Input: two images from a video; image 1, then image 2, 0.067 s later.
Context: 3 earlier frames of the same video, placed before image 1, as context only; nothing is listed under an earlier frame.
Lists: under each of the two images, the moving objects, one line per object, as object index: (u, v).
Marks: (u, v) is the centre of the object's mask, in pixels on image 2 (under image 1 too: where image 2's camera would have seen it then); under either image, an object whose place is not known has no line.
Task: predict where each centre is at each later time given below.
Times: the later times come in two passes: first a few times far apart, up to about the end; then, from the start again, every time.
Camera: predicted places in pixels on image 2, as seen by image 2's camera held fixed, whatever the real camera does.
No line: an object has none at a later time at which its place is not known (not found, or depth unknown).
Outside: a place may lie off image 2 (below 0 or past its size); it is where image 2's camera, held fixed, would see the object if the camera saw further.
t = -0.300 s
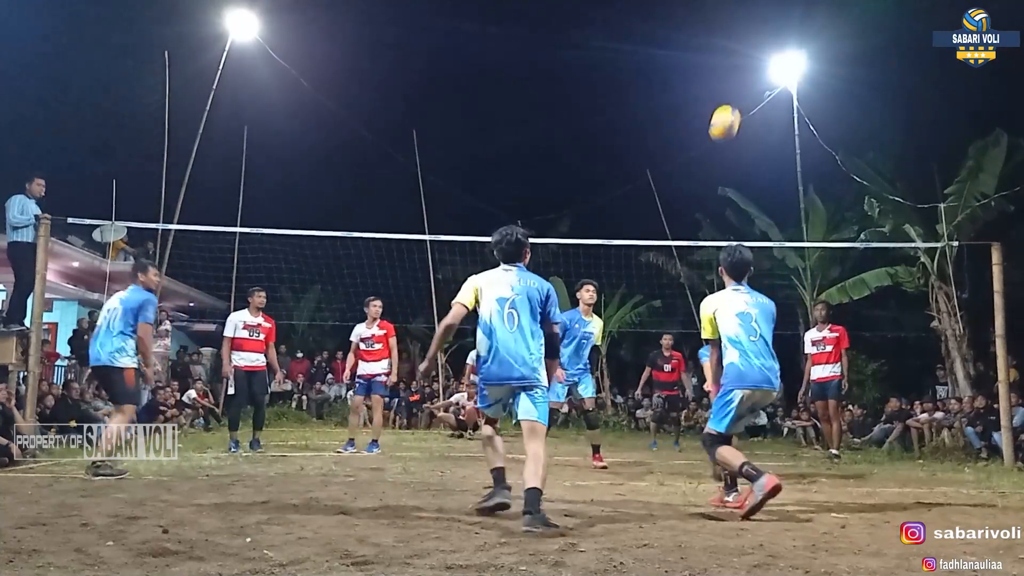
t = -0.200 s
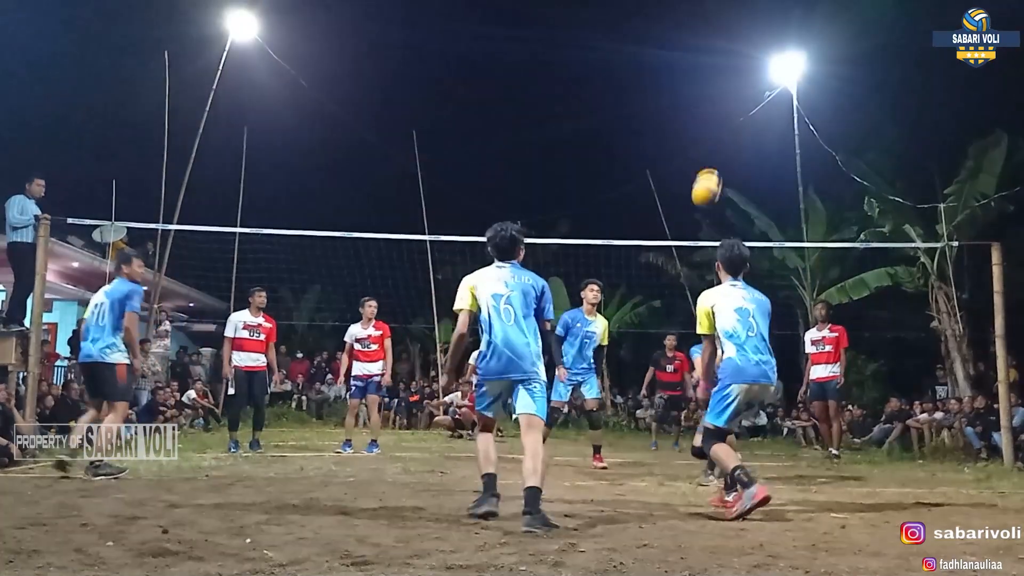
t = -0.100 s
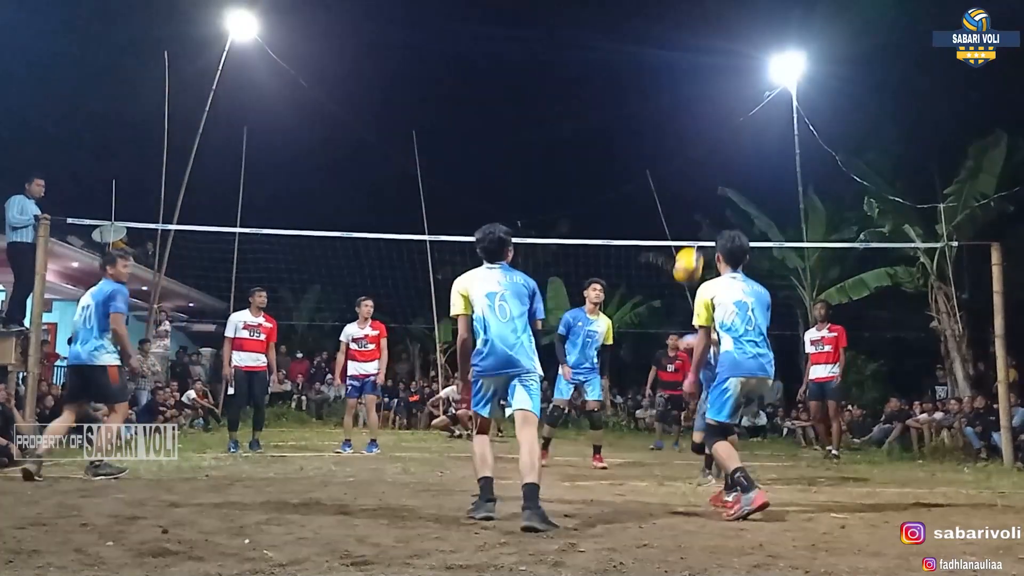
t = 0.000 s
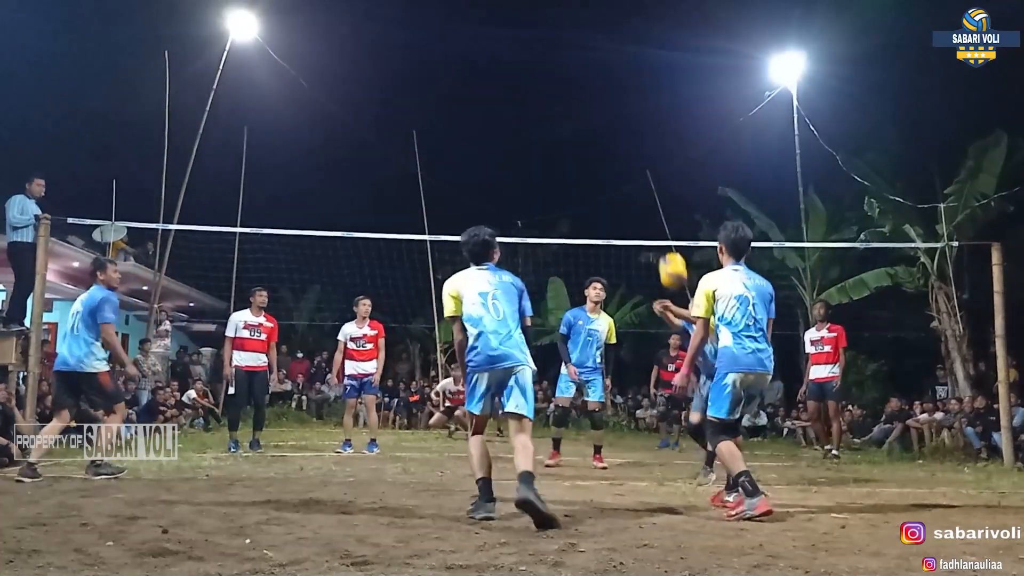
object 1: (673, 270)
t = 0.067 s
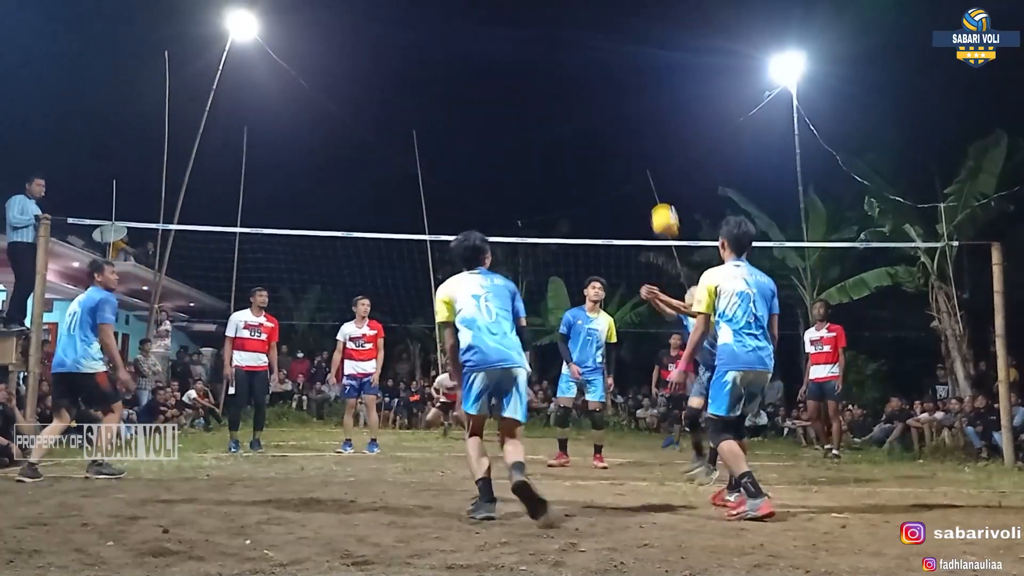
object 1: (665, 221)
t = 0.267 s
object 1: (643, 113)
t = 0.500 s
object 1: (620, 53)
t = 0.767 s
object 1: (597, 58)
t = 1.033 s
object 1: (574, 134)
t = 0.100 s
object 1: (661, 198)
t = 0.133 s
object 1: (657, 178)
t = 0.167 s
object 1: (653, 161)
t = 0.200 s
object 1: (650, 143)
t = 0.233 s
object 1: (646, 126)
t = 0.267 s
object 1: (643, 113)
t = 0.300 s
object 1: (639, 99)
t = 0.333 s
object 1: (636, 88)
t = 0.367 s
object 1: (633, 78)
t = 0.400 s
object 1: (629, 71)
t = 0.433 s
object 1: (627, 63)
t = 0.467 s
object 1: (623, 57)
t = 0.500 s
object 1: (620, 53)
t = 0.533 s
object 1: (617, 49)
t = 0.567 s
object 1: (614, 46)
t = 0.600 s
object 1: (611, 45)
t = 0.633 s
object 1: (608, 45)
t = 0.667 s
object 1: (605, 47)
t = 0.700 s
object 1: (603, 49)
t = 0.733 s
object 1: (600, 53)
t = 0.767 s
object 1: (597, 58)
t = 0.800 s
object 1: (594, 62)
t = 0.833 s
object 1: (591, 70)
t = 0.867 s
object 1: (588, 77)
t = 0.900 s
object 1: (586, 86)
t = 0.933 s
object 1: (583, 97)
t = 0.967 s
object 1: (580, 107)
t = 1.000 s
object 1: (577, 119)
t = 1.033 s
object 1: (574, 134)
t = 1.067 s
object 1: (572, 147)
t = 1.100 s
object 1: (569, 162)
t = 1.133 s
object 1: (566, 178)
